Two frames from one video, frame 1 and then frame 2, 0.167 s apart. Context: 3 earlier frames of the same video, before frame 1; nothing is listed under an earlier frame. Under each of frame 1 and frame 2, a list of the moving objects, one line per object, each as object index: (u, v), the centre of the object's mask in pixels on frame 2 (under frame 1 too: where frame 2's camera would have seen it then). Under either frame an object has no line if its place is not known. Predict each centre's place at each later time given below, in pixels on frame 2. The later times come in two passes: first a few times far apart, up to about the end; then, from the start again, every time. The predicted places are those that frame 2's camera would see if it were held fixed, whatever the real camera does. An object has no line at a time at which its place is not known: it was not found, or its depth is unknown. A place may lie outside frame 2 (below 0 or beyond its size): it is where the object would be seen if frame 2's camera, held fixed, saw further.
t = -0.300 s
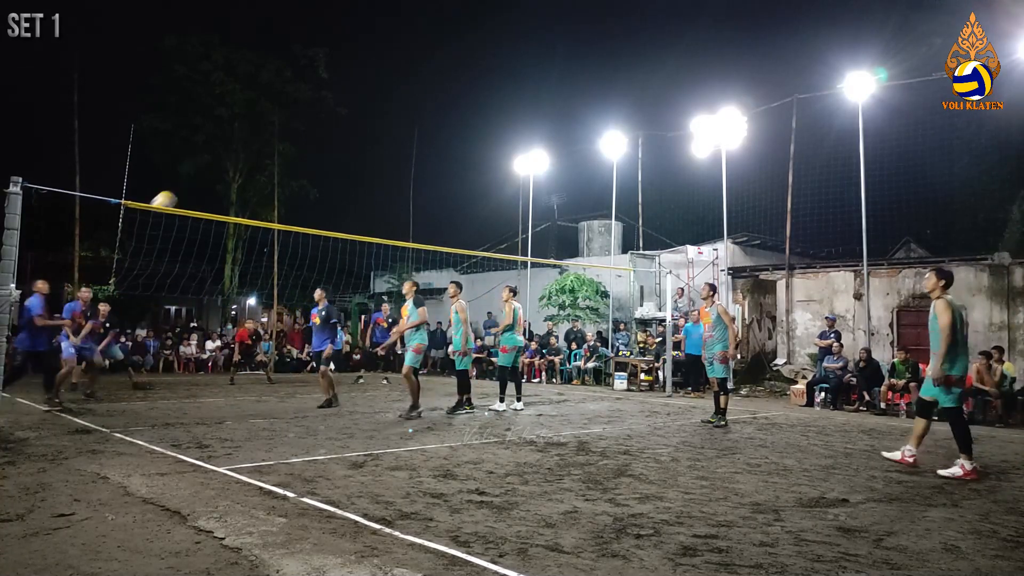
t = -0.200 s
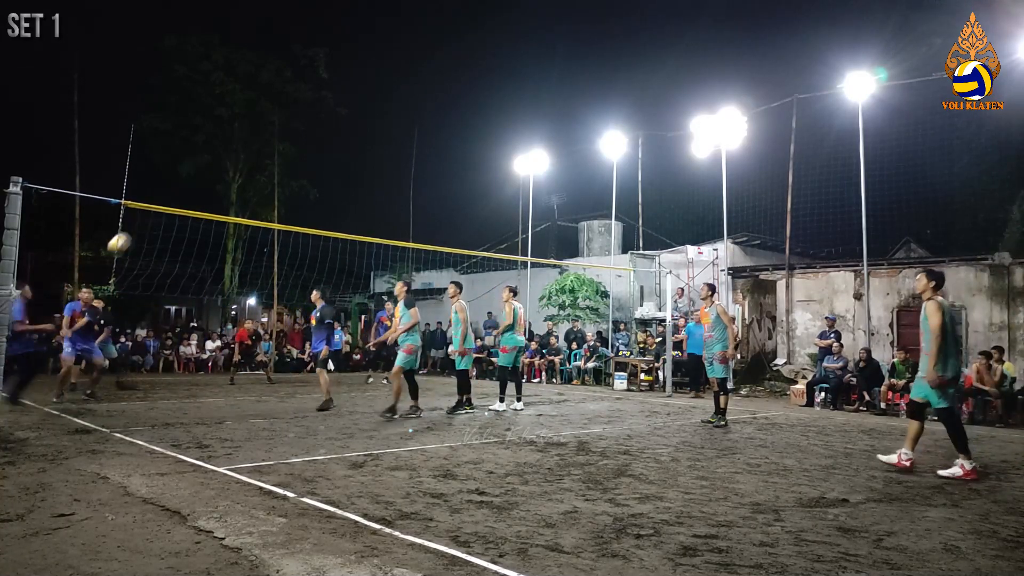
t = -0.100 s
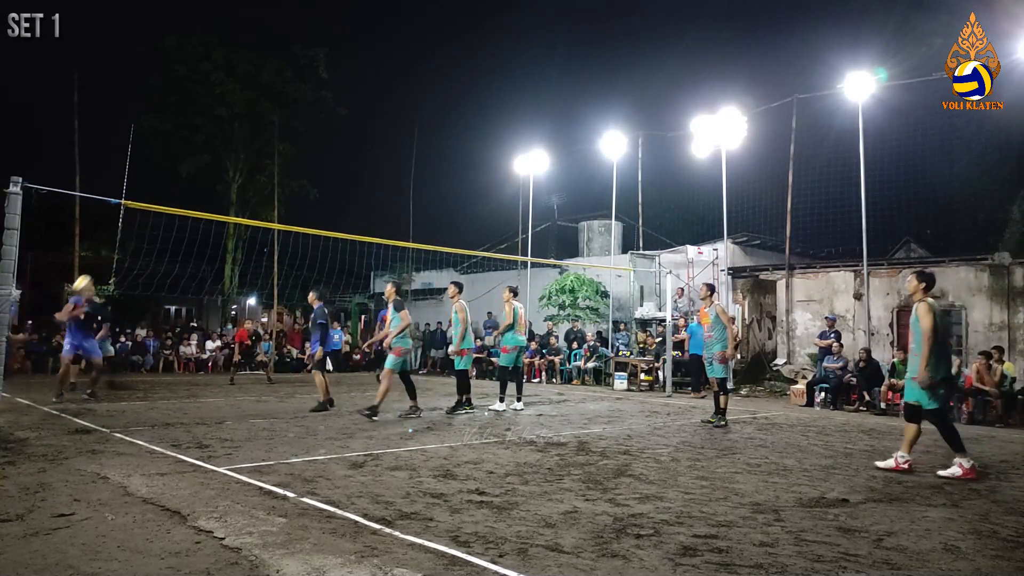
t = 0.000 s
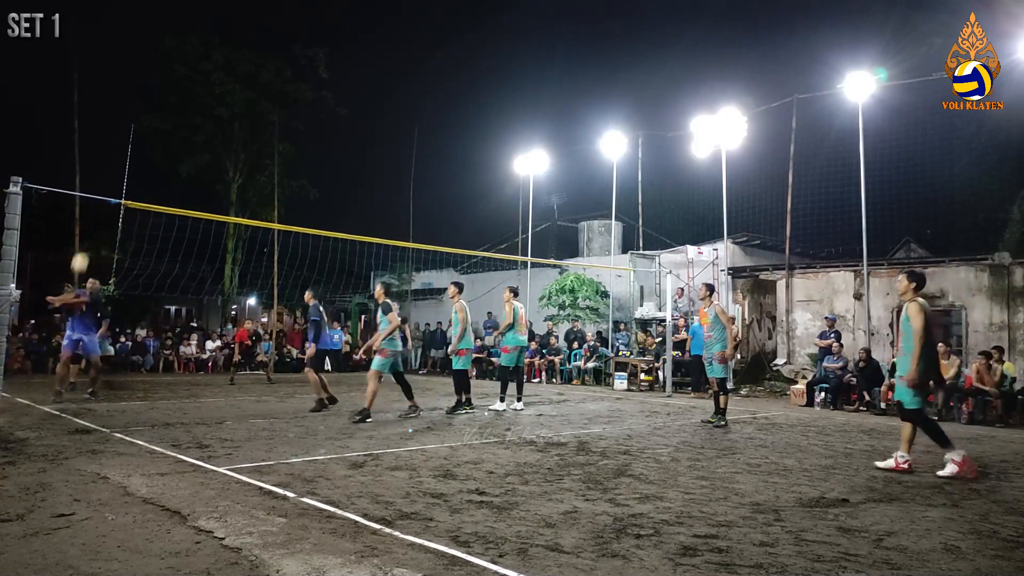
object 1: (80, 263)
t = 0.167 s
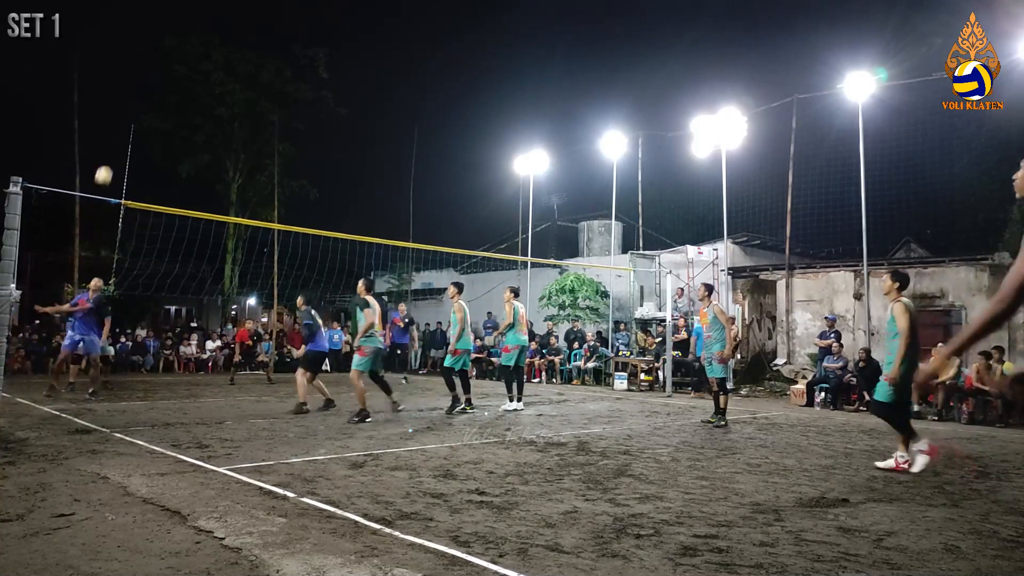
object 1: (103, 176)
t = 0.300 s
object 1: (121, 120)
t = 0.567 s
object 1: (154, 46)
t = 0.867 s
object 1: (187, 18)
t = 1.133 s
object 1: (213, 40)
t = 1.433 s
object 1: (240, 118)
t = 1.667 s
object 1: (260, 214)
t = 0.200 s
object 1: (108, 160)
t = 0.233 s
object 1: (113, 146)
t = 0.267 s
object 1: (117, 132)
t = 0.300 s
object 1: (121, 120)
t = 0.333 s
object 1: (126, 108)
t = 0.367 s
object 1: (130, 97)
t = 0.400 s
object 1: (134, 87)
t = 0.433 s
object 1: (138, 77)
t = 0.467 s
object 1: (142, 68)
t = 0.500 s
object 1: (146, 60)
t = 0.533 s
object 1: (151, 53)
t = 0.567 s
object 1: (154, 46)
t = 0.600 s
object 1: (158, 40)
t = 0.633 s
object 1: (162, 35)
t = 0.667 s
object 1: (166, 30)
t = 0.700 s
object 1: (170, 26)
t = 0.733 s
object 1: (173, 23)
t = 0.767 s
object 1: (177, 21)
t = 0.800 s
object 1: (180, 19)
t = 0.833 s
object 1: (184, 18)
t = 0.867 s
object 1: (187, 18)
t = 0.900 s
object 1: (191, 18)
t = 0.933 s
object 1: (194, 19)
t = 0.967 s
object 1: (197, 21)
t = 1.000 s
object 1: (201, 23)
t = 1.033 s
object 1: (204, 27)
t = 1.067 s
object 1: (207, 31)
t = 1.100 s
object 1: (210, 35)
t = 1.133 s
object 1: (213, 40)
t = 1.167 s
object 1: (217, 45)
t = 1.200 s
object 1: (219, 53)
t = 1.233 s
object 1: (223, 60)
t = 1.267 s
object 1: (226, 68)
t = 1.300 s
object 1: (229, 77)
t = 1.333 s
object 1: (232, 85)
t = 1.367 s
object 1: (235, 96)
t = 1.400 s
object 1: (238, 106)
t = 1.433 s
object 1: (240, 118)
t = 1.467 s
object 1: (244, 130)
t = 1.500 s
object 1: (246, 141)
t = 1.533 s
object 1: (249, 155)
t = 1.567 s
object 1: (252, 169)
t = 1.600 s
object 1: (255, 184)
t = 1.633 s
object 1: (257, 199)
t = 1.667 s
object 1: (260, 214)
